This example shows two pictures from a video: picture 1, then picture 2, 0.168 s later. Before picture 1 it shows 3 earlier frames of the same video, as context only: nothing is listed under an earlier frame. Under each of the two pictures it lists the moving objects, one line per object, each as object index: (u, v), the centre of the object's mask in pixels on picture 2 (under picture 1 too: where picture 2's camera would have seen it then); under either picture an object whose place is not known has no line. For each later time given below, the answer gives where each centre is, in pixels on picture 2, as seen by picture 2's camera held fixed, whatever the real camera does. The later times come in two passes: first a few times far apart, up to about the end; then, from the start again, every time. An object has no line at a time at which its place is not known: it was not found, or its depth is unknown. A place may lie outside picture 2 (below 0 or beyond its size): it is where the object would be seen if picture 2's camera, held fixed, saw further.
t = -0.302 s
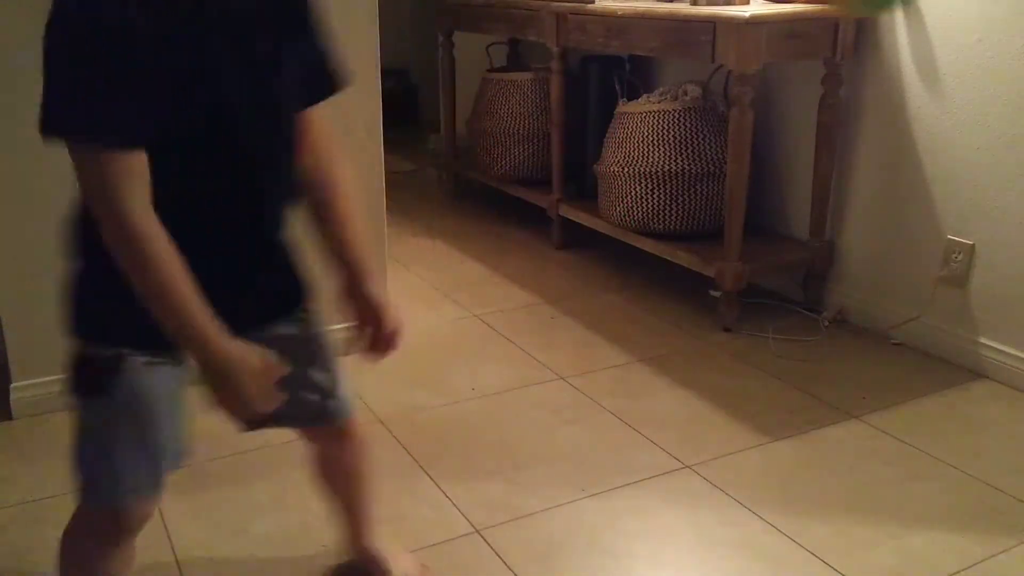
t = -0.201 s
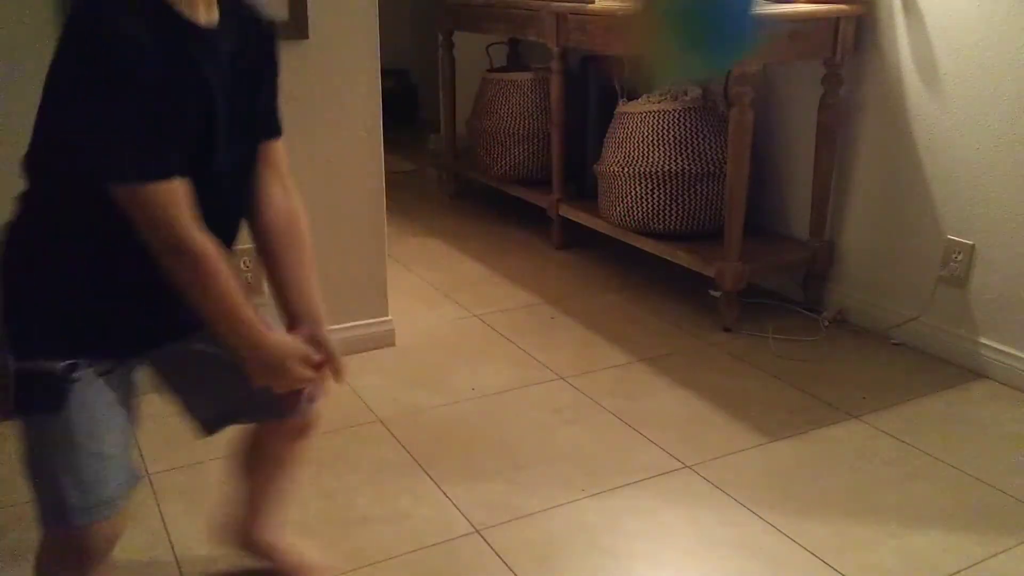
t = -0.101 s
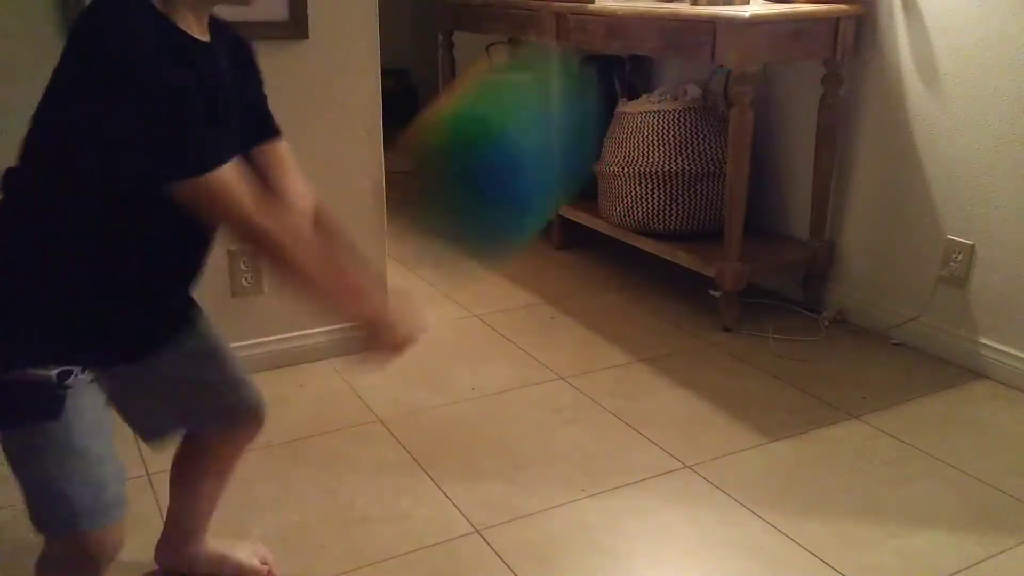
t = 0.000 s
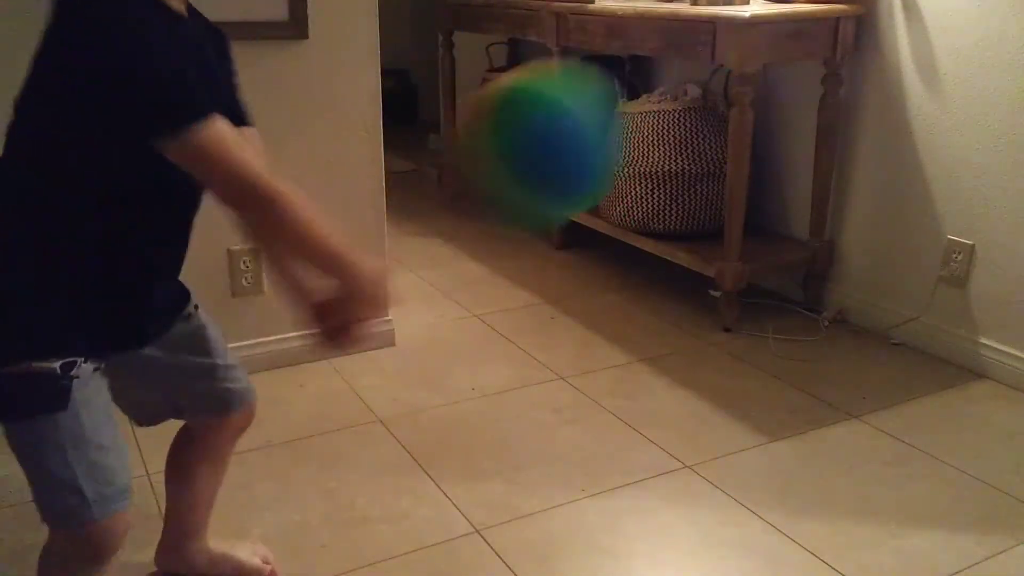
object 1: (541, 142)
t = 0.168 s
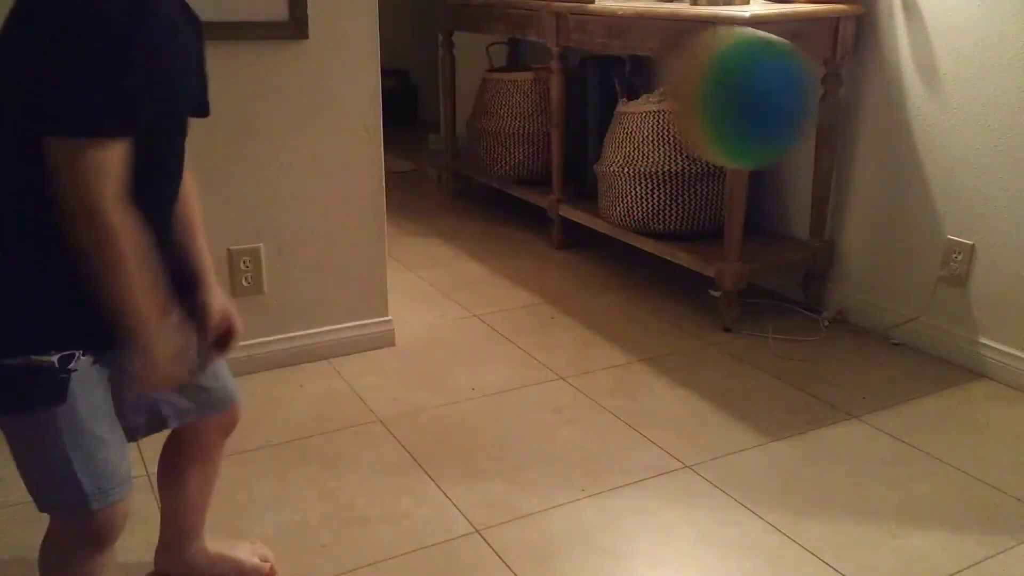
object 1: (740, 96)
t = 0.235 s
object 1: (799, 123)
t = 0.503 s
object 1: (937, 307)
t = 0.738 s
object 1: (856, 329)
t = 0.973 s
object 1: (784, 397)
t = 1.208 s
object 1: (758, 475)
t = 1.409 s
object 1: (744, 458)
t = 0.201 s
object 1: (771, 107)
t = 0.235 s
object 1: (799, 123)
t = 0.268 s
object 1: (822, 143)
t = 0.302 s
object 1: (846, 167)
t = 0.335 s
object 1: (868, 197)
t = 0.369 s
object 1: (885, 228)
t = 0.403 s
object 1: (900, 263)
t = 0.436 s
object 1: (914, 300)
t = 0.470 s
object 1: (928, 334)
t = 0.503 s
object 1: (937, 307)
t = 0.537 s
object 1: (929, 297)
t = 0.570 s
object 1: (921, 291)
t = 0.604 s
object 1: (912, 288)
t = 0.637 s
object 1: (900, 290)
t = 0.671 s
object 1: (887, 297)
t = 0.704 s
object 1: (873, 310)
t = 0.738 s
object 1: (856, 329)
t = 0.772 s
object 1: (838, 354)
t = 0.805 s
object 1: (818, 384)
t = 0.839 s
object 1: (800, 418)
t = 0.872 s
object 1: (785, 442)
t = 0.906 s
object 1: (785, 422)
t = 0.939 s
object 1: (785, 407)
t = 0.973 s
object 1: (784, 397)
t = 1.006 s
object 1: (782, 392)
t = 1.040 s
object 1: (780, 391)
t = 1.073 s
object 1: (777, 396)
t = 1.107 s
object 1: (773, 406)
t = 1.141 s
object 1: (769, 422)
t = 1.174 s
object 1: (764, 446)
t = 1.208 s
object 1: (758, 475)
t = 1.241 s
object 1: (752, 497)
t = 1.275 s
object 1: (752, 478)
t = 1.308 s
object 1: (751, 465)
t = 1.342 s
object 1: (749, 458)
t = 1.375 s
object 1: (747, 456)
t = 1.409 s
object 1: (744, 458)
